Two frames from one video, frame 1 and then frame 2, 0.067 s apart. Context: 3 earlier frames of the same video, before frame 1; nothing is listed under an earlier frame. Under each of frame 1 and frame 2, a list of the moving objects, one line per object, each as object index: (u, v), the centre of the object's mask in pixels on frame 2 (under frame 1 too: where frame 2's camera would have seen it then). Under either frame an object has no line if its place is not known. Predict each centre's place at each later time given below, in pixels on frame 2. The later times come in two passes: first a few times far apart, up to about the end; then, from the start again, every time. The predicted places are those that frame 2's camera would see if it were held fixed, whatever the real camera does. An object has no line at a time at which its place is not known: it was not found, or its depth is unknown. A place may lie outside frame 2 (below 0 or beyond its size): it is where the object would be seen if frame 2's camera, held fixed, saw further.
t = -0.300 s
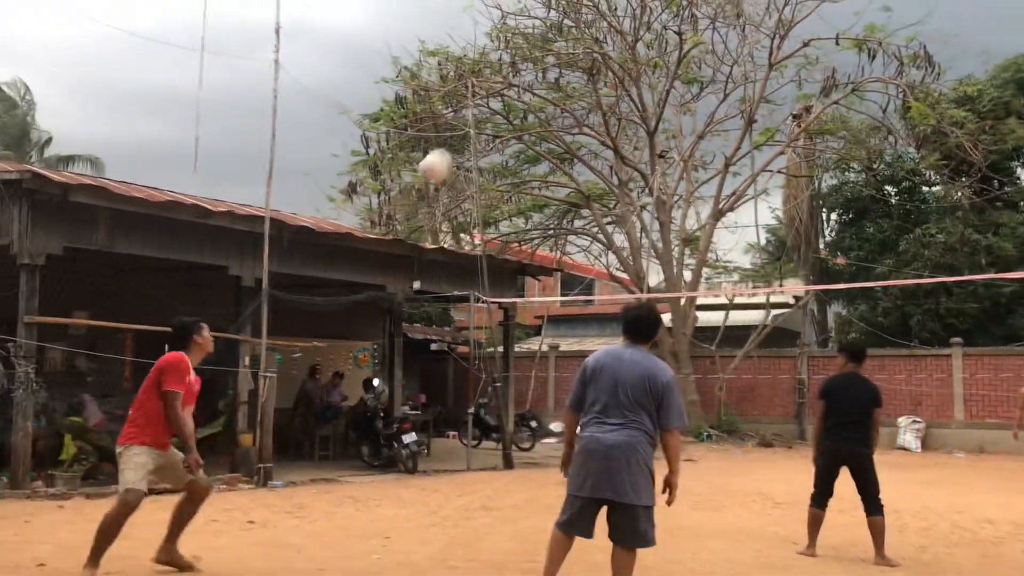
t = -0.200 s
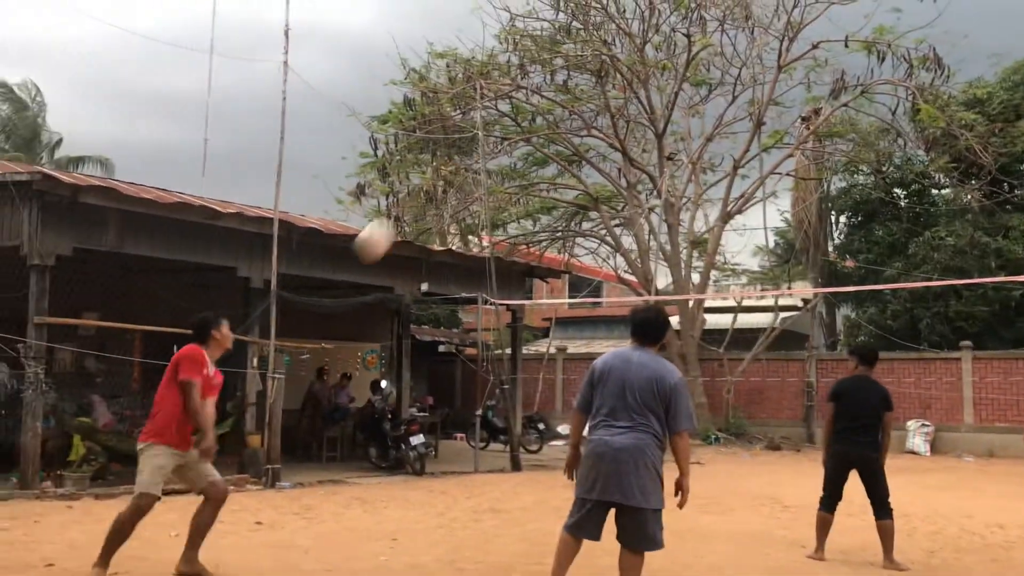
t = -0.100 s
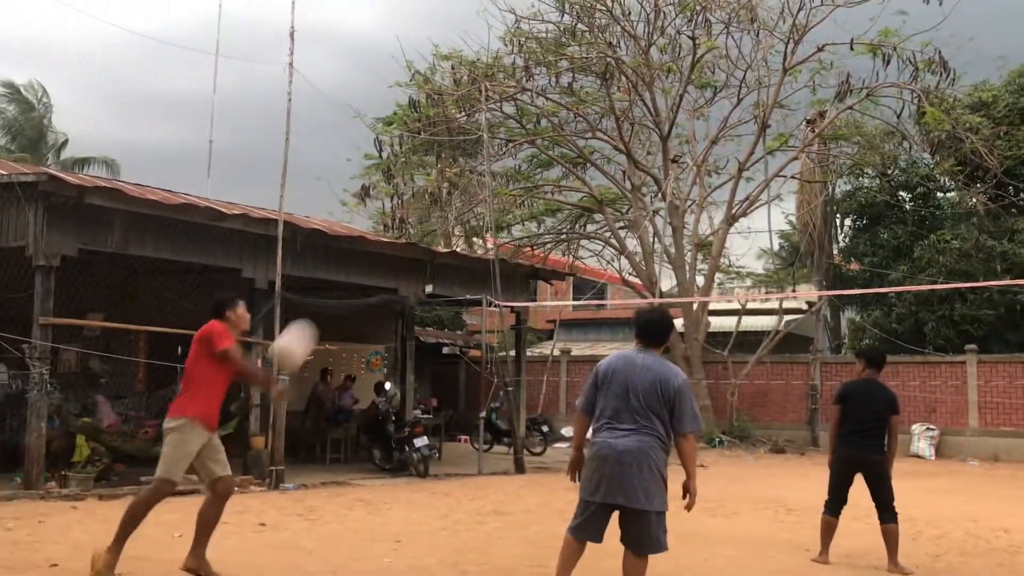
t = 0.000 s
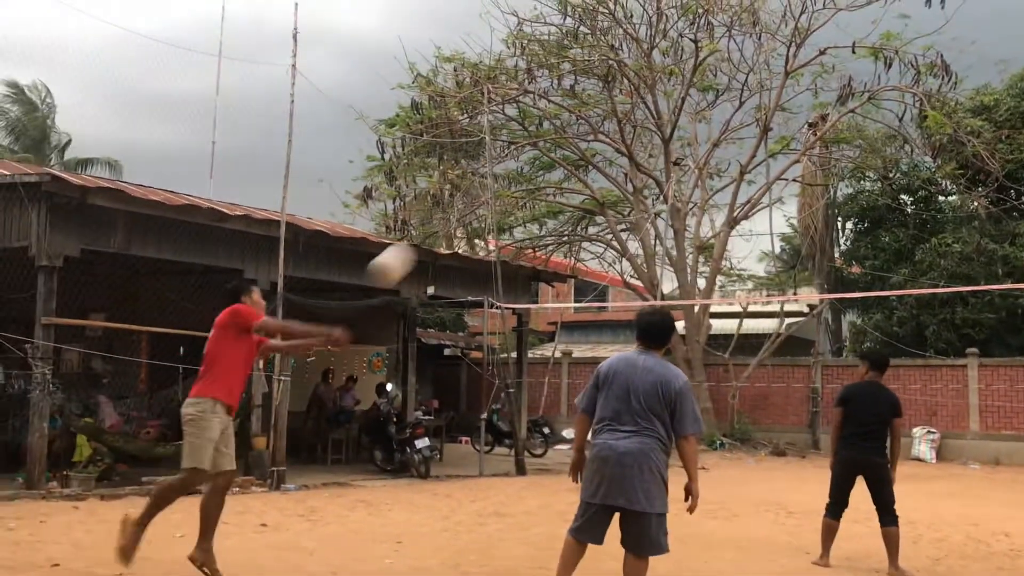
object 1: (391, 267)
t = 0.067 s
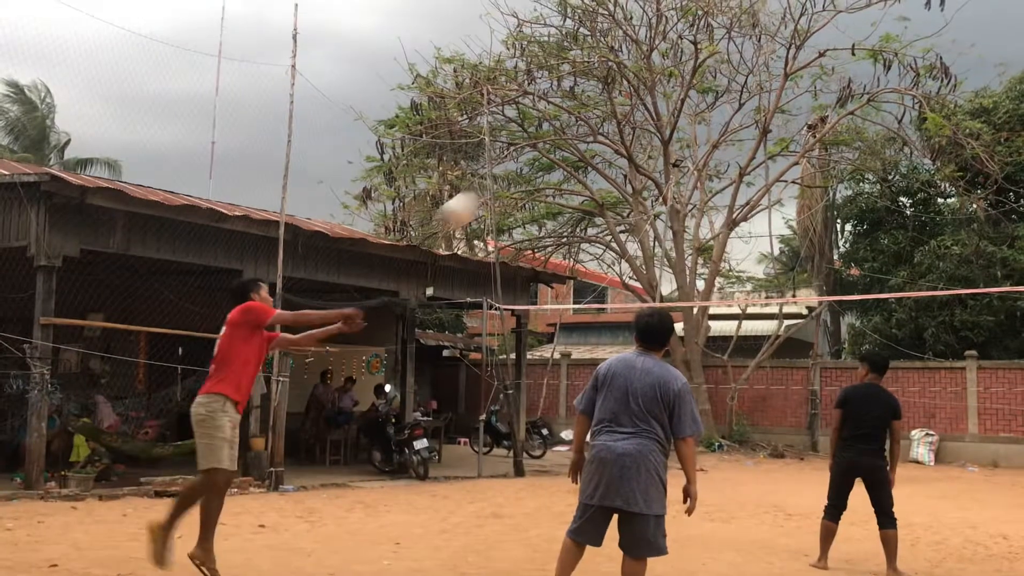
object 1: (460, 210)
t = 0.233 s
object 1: (596, 126)
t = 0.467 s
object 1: (736, 88)
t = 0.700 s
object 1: (836, 110)
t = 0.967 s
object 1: (919, 182)
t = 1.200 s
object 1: (973, 272)
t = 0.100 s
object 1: (492, 187)
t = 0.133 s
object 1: (519, 169)
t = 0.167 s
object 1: (548, 152)
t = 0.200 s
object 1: (573, 137)
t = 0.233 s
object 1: (596, 126)
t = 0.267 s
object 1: (620, 115)
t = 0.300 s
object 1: (641, 106)
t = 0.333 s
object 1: (663, 100)
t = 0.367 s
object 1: (682, 95)
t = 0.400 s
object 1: (701, 91)
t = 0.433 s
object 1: (719, 89)
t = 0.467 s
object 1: (736, 88)
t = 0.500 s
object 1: (752, 88)
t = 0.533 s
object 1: (768, 89)
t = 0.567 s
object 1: (783, 91)
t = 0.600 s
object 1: (797, 94)
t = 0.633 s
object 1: (812, 98)
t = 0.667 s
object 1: (824, 104)
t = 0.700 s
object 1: (836, 110)
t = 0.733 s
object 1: (848, 115)
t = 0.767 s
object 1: (860, 123)
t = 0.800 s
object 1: (871, 131)
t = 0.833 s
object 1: (882, 140)
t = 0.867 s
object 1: (892, 149)
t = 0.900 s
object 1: (902, 160)
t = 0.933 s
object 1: (911, 171)
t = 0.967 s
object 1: (919, 182)
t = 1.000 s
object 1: (927, 193)
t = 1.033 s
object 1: (934, 206)
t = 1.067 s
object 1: (943, 218)
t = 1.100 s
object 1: (950, 231)
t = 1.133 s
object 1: (958, 244)
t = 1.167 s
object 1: (965, 258)
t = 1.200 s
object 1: (973, 272)
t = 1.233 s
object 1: (980, 286)
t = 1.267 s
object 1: (987, 301)
